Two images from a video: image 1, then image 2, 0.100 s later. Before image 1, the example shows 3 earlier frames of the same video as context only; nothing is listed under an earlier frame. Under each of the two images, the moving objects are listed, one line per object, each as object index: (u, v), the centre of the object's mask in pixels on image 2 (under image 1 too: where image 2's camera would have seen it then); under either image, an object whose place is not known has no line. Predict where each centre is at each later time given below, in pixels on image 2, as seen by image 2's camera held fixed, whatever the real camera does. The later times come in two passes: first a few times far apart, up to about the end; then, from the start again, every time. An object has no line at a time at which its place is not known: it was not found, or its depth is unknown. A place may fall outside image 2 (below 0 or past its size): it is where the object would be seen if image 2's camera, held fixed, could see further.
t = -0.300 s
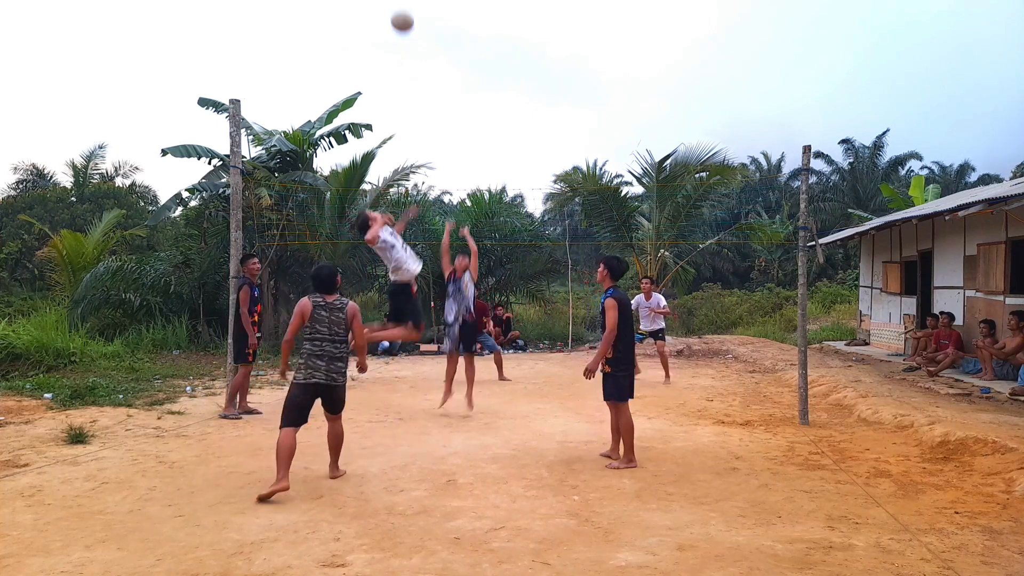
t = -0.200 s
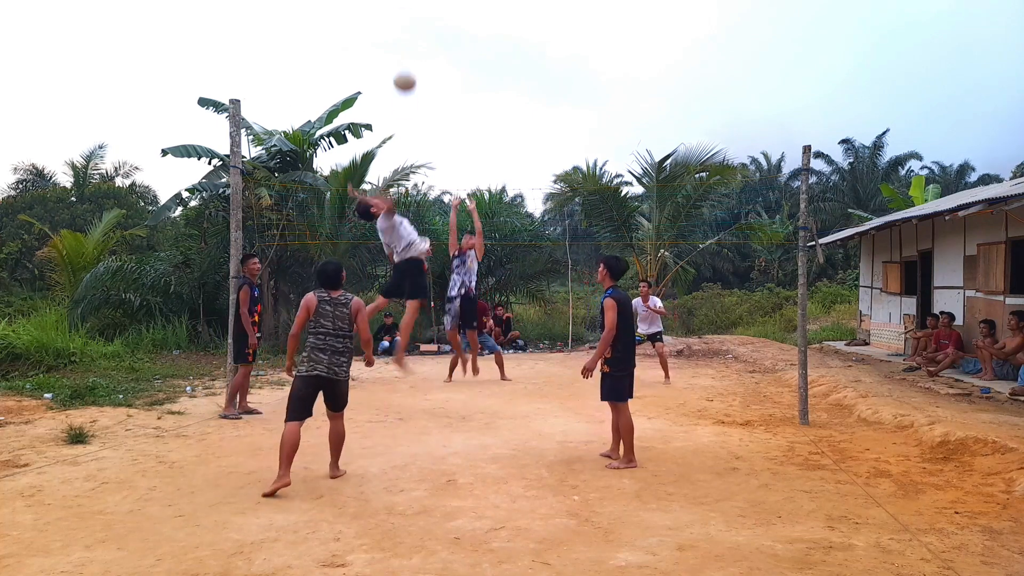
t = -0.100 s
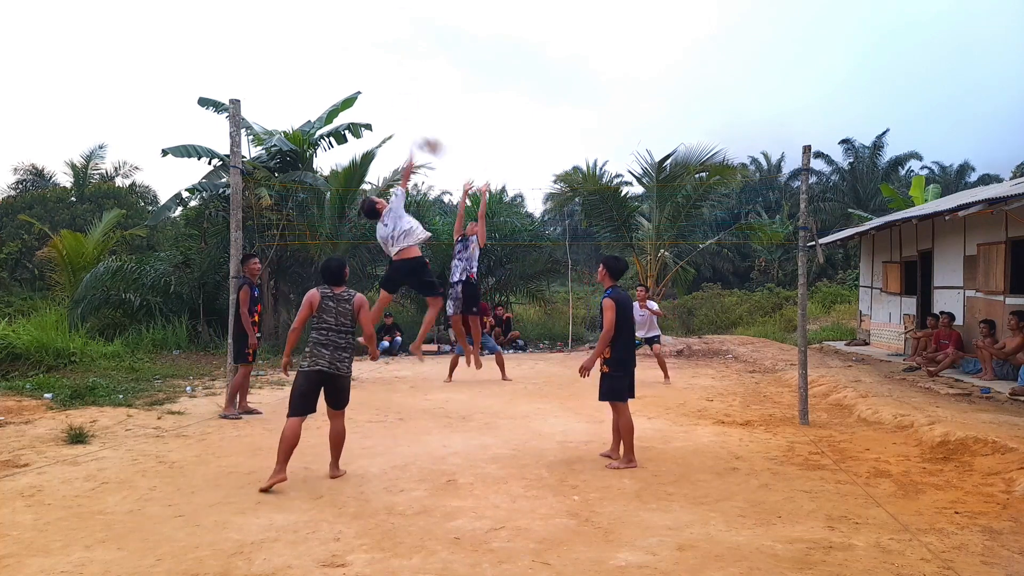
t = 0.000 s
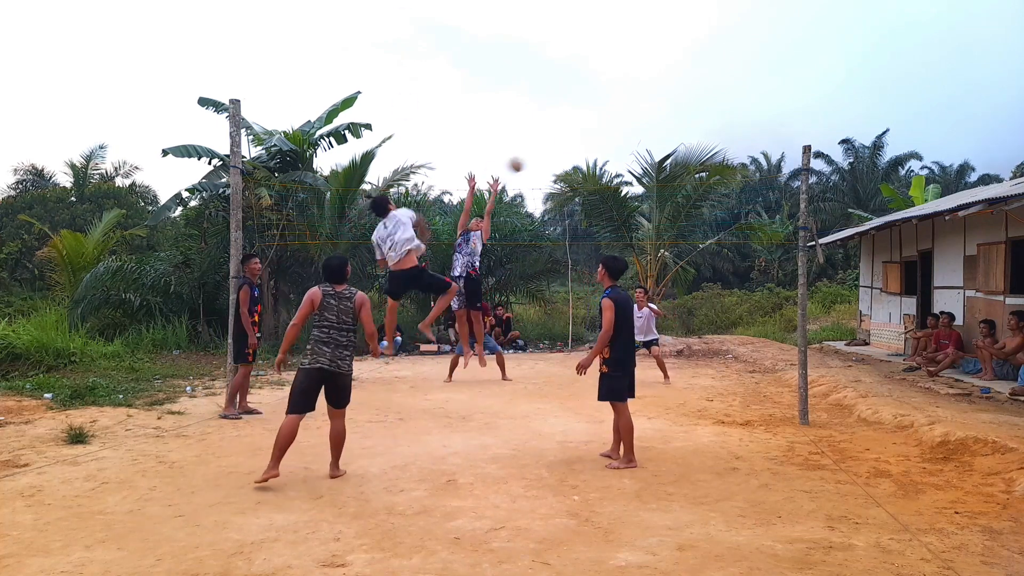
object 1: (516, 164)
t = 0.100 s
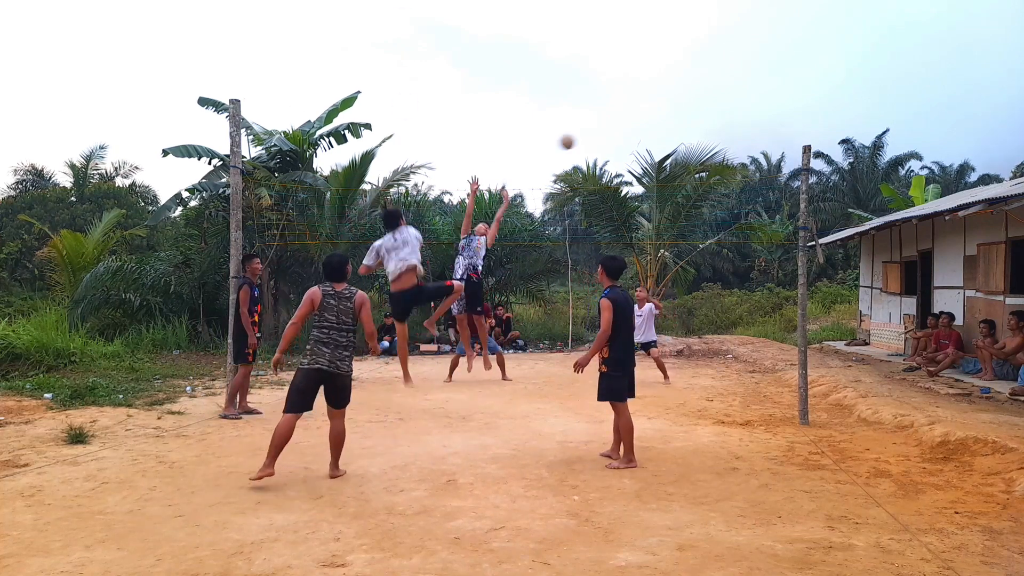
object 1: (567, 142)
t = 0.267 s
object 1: (636, 130)
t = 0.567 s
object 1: (722, 170)
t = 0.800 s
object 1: (764, 234)
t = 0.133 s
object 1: (582, 138)
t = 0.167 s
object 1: (597, 133)
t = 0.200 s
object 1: (611, 132)
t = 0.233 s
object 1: (623, 131)
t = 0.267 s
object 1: (636, 130)
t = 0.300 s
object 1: (647, 132)
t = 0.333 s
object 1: (659, 133)
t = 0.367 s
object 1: (669, 136)
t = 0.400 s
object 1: (679, 141)
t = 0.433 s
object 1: (688, 144)
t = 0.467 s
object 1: (697, 150)
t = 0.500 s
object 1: (705, 157)
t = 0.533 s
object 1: (713, 163)
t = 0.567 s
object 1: (722, 170)
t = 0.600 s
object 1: (728, 176)
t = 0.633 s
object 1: (735, 184)
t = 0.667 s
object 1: (742, 194)
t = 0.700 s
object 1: (747, 203)
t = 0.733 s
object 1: (753, 212)
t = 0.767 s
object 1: (759, 223)
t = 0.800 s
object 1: (764, 234)
